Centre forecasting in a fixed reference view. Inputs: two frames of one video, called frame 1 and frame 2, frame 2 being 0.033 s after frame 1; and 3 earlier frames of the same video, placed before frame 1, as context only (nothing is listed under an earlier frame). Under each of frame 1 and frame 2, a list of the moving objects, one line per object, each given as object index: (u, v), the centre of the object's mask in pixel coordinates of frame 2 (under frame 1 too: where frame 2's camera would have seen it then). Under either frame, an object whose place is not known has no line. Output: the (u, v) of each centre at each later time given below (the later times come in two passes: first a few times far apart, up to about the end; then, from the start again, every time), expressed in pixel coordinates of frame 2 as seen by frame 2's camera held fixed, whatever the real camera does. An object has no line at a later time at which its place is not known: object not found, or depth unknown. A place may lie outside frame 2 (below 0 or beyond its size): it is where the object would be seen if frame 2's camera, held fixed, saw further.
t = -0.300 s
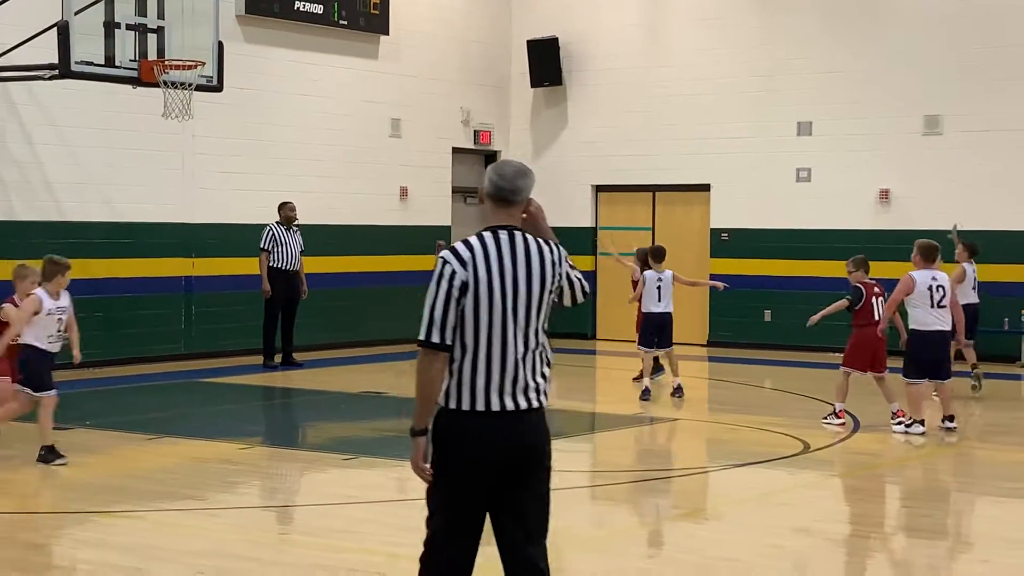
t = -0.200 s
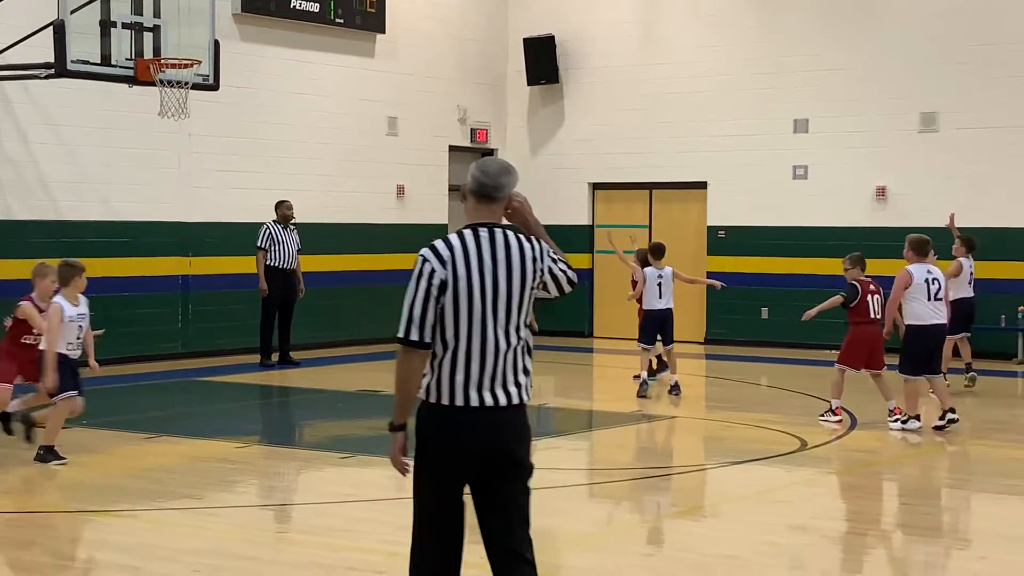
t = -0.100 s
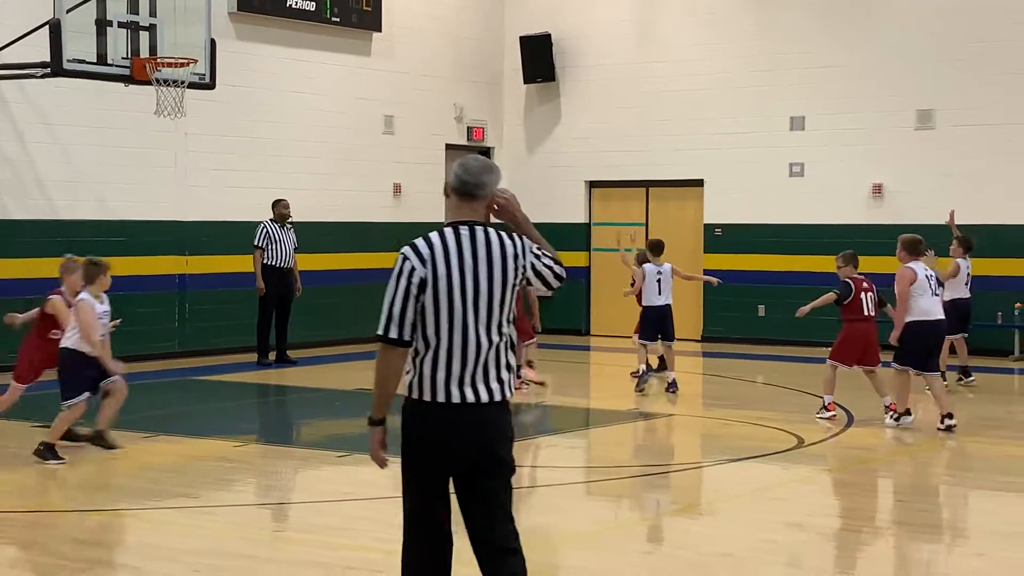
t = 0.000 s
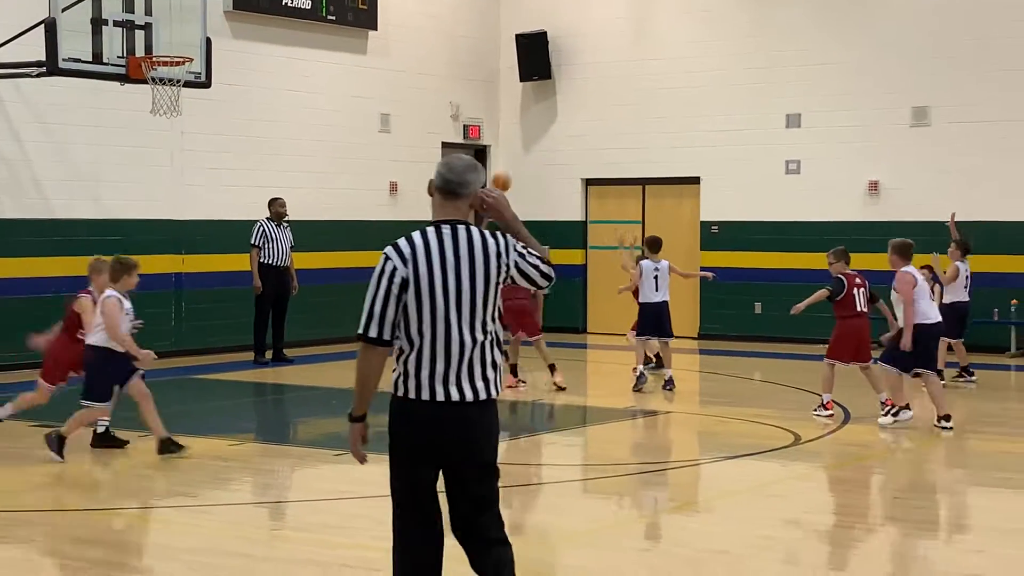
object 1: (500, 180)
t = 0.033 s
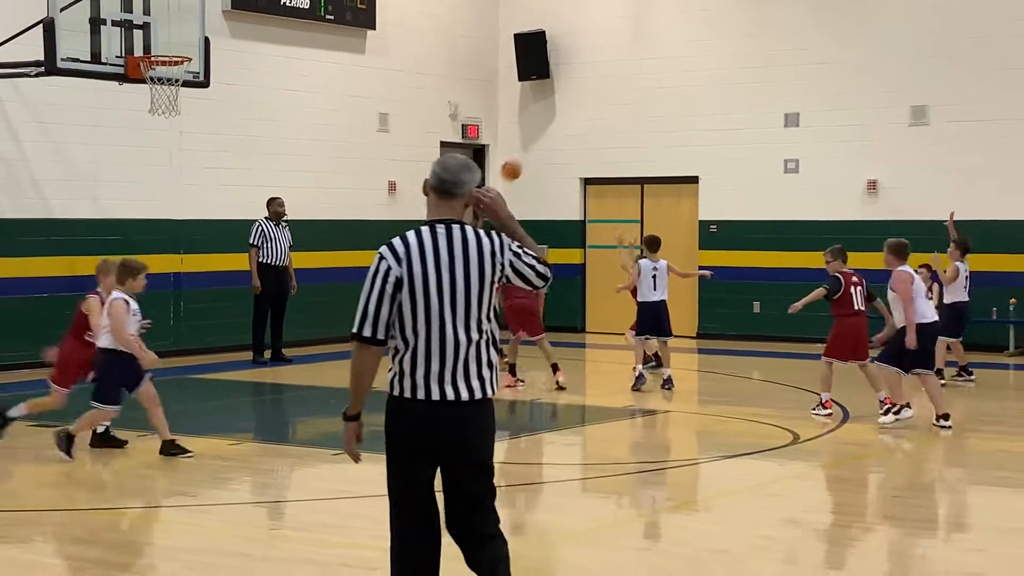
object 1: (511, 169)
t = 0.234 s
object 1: (585, 116)
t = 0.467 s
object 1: (675, 99)
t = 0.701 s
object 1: (767, 133)
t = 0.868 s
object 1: (835, 190)
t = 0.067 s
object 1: (524, 158)
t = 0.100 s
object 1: (537, 148)
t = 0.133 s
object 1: (548, 139)
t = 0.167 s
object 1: (561, 130)
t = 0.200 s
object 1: (575, 123)
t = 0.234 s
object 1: (585, 116)
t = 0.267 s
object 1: (598, 110)
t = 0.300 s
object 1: (610, 106)
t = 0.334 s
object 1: (623, 102)
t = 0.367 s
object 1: (637, 100)
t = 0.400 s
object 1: (649, 99)
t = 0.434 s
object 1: (662, 98)
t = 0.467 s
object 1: (675, 99)
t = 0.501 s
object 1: (688, 101)
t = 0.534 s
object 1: (701, 103)
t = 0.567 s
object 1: (713, 107)
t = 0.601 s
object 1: (727, 112)
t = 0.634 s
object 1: (740, 118)
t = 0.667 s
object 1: (754, 125)
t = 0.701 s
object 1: (767, 133)
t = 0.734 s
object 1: (780, 142)
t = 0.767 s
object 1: (794, 152)
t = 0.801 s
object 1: (808, 164)
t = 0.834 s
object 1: (822, 176)
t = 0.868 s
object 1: (835, 190)
